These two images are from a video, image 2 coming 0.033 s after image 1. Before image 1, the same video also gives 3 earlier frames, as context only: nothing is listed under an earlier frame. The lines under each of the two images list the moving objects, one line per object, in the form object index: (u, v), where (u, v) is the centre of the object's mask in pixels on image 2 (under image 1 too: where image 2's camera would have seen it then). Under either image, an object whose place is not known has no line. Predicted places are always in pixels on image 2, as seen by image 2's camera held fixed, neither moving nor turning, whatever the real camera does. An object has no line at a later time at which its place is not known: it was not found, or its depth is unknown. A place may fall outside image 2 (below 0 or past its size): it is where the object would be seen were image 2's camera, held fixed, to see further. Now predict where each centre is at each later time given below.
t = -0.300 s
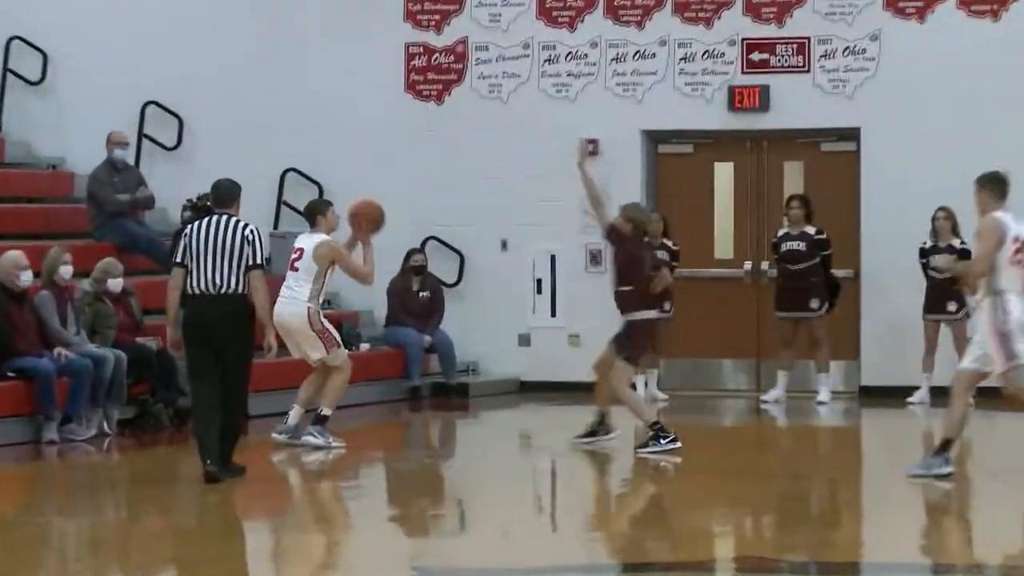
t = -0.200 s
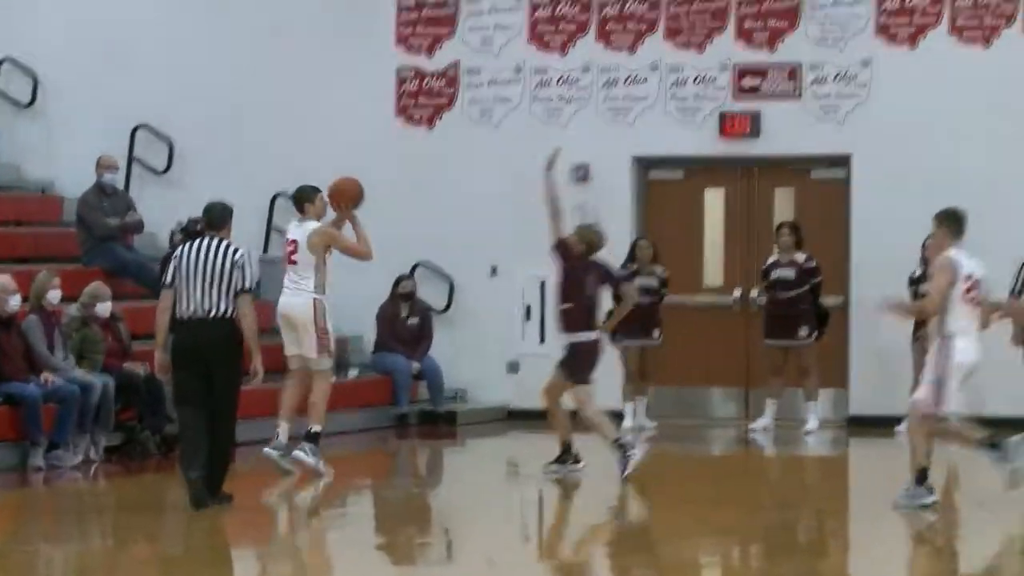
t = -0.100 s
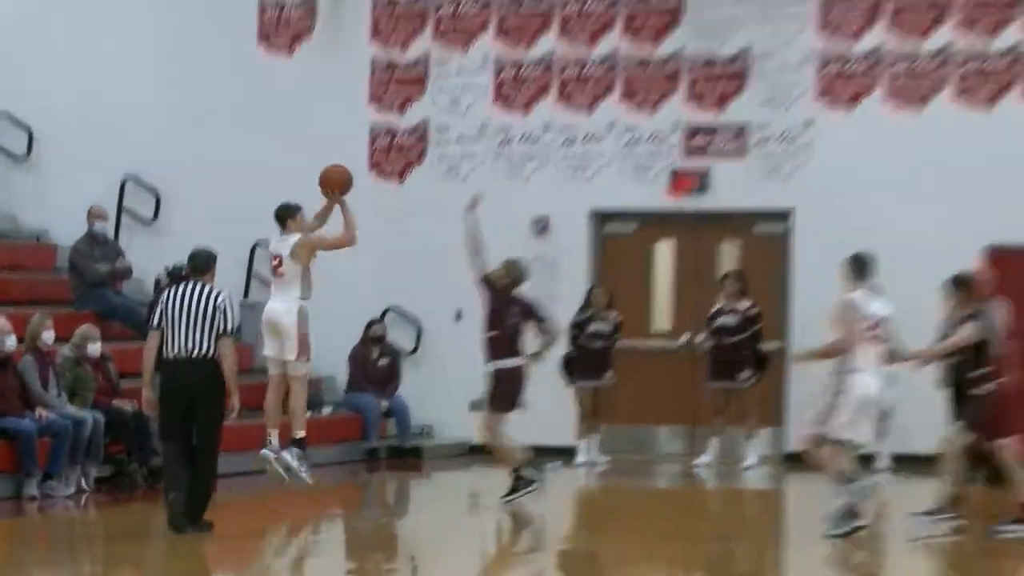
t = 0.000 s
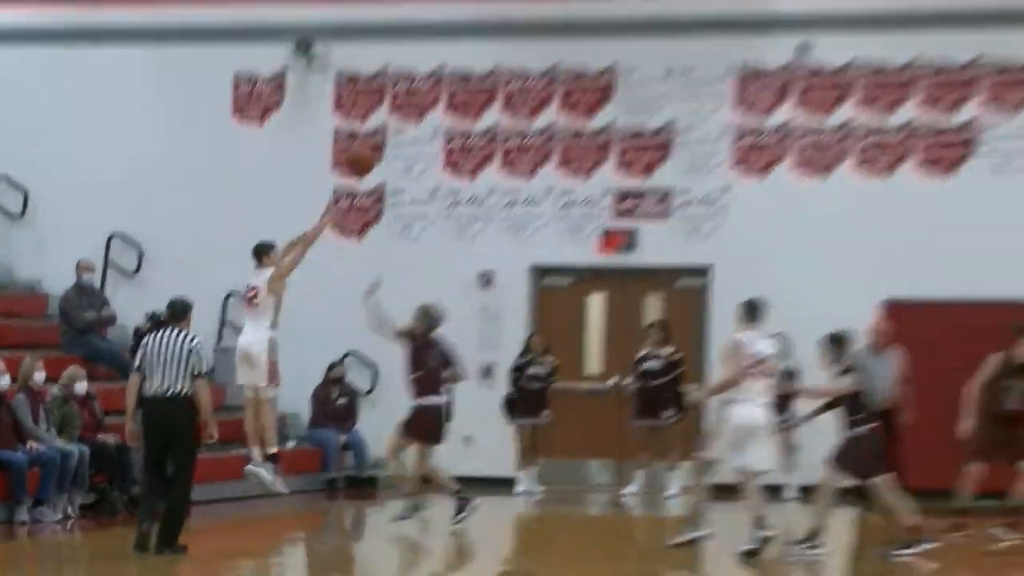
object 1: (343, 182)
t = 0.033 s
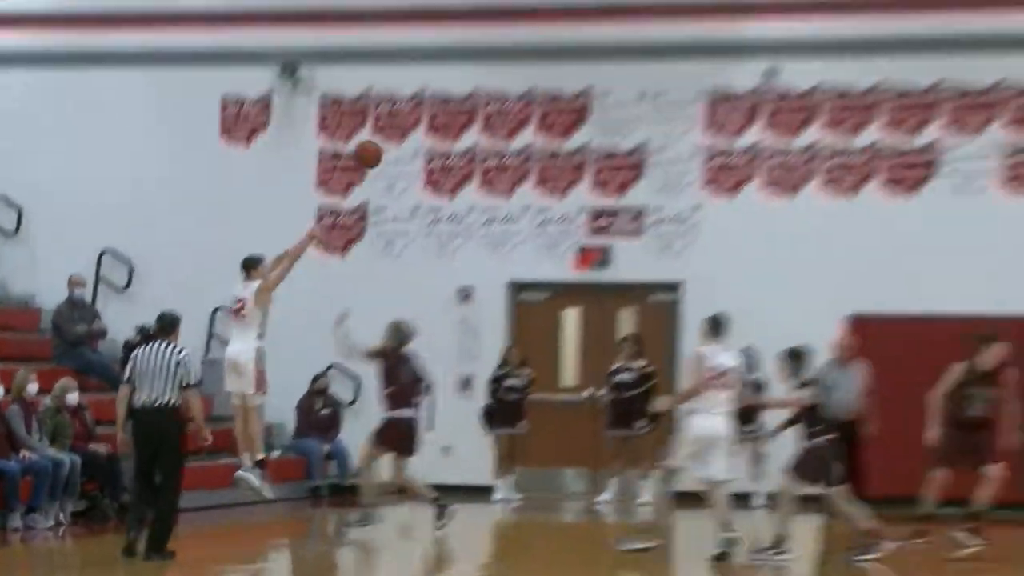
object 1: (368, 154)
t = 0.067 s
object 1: (390, 132)
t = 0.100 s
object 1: (414, 109)
